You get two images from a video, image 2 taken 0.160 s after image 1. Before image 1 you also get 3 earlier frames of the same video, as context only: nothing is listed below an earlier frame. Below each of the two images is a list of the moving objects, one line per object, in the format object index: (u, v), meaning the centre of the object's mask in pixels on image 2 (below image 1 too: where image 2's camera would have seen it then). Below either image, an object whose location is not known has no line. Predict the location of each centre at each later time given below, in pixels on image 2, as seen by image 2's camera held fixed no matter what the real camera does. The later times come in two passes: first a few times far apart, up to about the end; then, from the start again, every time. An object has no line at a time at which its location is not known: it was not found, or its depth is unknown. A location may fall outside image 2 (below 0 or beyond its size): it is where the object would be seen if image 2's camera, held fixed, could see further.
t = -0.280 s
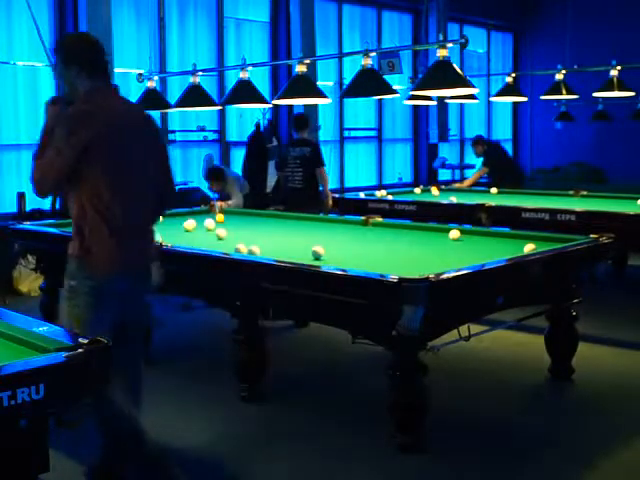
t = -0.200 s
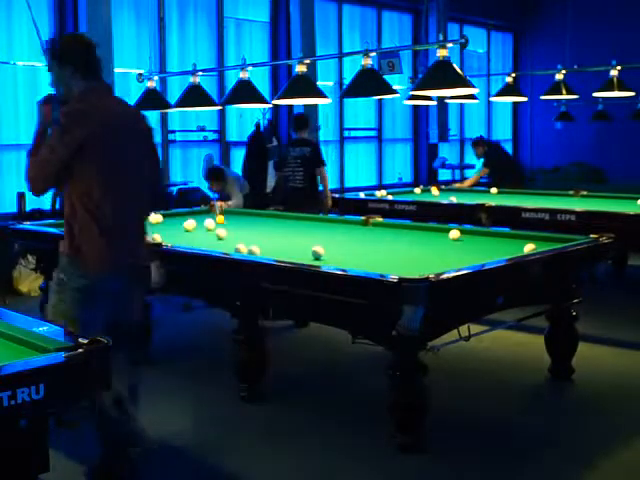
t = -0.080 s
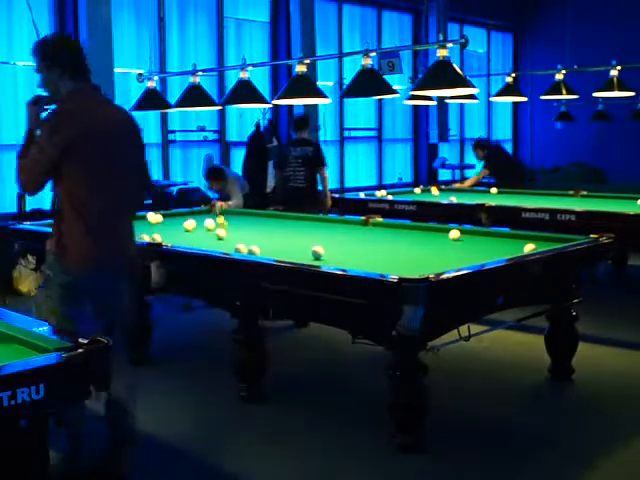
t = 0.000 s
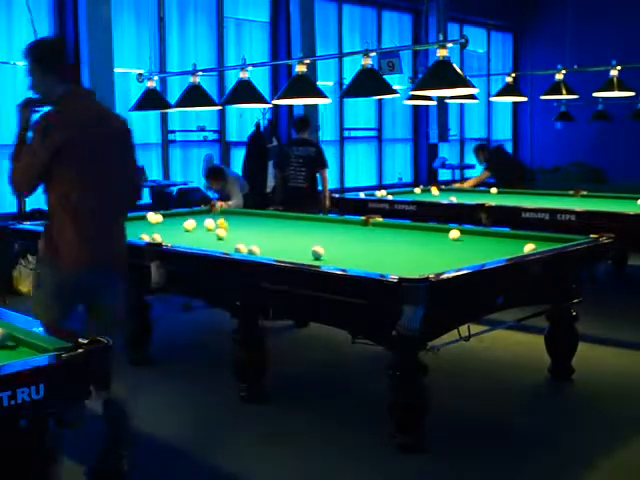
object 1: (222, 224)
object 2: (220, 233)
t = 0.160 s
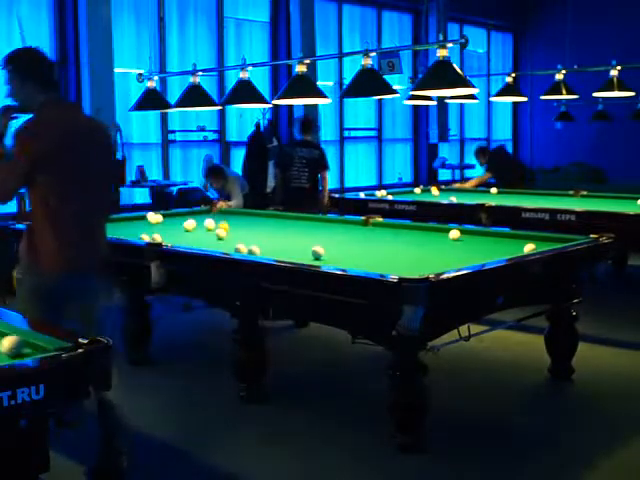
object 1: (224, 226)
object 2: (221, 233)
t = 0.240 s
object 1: (225, 228)
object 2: (221, 233)
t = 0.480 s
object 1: (236, 233)
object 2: (212, 236)
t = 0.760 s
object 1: (256, 236)
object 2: (195, 240)
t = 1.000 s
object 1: (275, 238)
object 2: (181, 241)
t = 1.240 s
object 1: (294, 241)
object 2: (182, 241)
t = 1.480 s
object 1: (313, 242)
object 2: (187, 240)
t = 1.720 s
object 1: (334, 246)
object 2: (194, 239)
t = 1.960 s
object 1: (355, 248)
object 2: (198, 236)
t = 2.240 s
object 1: (379, 252)
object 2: (203, 235)
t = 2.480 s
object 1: (402, 254)
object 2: (208, 233)
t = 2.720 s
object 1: (424, 257)
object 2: (212, 231)
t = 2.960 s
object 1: (448, 261)
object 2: (216, 229)
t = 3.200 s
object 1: (469, 260)
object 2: (220, 228)
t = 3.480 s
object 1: (457, 261)
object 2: (224, 227)
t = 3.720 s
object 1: (445, 261)
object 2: (228, 225)
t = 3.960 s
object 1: (433, 260)
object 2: (229, 224)
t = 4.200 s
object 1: (423, 258)
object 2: (231, 224)
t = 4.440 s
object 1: (413, 257)
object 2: (234, 223)
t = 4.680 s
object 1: (403, 256)
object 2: (236, 222)
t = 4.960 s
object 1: (395, 255)
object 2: (238, 221)
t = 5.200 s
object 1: (387, 254)
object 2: (239, 221)
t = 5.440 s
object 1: (381, 253)
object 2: (241, 220)
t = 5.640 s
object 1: (374, 252)
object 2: (242, 220)
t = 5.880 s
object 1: (369, 252)
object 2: (243, 219)
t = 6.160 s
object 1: (365, 251)
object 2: (244, 218)
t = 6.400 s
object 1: (360, 250)
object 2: (244, 218)
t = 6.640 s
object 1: (358, 250)
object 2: (245, 218)
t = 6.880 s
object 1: (355, 249)
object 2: (245, 218)
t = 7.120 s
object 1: (353, 249)
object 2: (246, 217)
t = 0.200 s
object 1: (224, 226)
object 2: (220, 234)
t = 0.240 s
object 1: (225, 228)
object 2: (221, 233)
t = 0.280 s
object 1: (226, 229)
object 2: (221, 233)
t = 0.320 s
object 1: (226, 229)
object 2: (221, 233)
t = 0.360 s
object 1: (226, 229)
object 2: (220, 234)
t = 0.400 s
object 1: (230, 233)
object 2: (218, 234)
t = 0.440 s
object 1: (233, 233)
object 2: (215, 235)
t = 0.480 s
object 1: (236, 233)
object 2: (212, 236)
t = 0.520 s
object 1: (239, 234)
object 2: (209, 237)
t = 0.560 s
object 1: (241, 234)
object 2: (206, 237)
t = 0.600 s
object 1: (245, 234)
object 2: (204, 238)
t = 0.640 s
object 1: (248, 235)
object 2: (202, 238)
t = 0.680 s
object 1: (250, 235)
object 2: (199, 239)
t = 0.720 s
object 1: (254, 236)
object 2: (197, 240)
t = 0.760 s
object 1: (256, 236)
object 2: (195, 240)
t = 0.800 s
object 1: (258, 236)
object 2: (192, 240)
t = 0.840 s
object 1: (262, 236)
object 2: (188, 241)
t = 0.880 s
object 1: (266, 237)
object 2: (187, 241)
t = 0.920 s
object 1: (269, 237)
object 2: (185, 241)
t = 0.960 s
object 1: (272, 238)
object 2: (182, 241)
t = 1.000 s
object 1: (275, 238)
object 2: (181, 241)
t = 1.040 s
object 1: (278, 239)
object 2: (181, 241)
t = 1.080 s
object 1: (281, 239)
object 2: (181, 241)
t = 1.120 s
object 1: (285, 240)
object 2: (180, 241)
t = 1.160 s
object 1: (288, 240)
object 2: (180, 242)
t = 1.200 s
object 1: (291, 240)
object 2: (181, 241)
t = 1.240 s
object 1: (294, 241)
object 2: (182, 241)
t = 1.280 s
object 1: (297, 241)
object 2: (184, 241)
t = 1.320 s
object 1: (301, 242)
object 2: (185, 241)
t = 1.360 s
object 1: (304, 242)
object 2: (185, 241)
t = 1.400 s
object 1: (307, 242)
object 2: (186, 240)
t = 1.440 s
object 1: (310, 242)
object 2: (186, 241)
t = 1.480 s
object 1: (313, 242)
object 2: (187, 240)
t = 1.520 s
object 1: (317, 242)
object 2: (189, 240)
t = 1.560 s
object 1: (321, 243)
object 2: (190, 240)
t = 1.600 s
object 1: (322, 244)
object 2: (190, 240)
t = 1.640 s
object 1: (327, 245)
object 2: (192, 239)
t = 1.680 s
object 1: (331, 245)
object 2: (192, 239)
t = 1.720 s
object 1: (334, 246)
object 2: (194, 239)
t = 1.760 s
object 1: (338, 246)
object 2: (194, 239)
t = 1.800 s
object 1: (342, 247)
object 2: (195, 238)
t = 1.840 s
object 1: (345, 247)
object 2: (195, 238)
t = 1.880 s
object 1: (348, 247)
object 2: (197, 237)
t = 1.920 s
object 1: (352, 248)
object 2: (197, 237)
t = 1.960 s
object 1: (355, 248)
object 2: (198, 236)
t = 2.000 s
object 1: (358, 249)
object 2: (199, 236)
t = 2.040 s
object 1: (362, 249)
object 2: (199, 236)
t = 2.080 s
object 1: (366, 250)
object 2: (201, 235)
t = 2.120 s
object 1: (370, 250)
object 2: (202, 235)
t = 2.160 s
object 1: (373, 251)
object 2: (202, 235)
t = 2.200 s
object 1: (376, 251)
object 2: (203, 235)
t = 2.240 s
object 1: (379, 252)
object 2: (203, 235)
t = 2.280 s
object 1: (383, 252)
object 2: (204, 234)
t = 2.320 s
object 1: (387, 252)
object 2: (204, 234)
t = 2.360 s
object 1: (391, 253)
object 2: (206, 234)
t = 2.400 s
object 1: (394, 253)
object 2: (206, 234)
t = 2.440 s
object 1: (398, 254)
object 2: (207, 234)
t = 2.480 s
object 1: (402, 254)
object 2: (208, 233)
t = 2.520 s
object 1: (406, 255)
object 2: (208, 233)
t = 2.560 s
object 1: (409, 255)
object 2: (210, 233)
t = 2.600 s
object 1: (413, 256)
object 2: (211, 232)
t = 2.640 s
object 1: (417, 256)
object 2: (211, 232)
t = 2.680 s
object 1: (420, 257)
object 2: (212, 232)
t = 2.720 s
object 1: (424, 257)
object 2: (212, 231)
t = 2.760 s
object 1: (428, 258)
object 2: (213, 230)
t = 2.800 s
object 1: (432, 258)
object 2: (214, 230)
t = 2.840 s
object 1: (436, 259)
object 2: (215, 230)
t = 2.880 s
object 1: (440, 260)
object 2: (215, 230)
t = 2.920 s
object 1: (443, 261)
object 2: (216, 229)
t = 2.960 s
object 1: (448, 261)
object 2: (216, 229)
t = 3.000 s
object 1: (452, 261)
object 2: (218, 230)
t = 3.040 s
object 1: (456, 261)
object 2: (218, 230)
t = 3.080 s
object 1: (459, 261)
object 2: (219, 229)
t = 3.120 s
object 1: (463, 260)
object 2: (219, 229)
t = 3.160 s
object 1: (469, 260)
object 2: (220, 229)
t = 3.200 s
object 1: (469, 260)
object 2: (220, 228)
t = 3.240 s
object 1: (470, 260)
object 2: (221, 228)
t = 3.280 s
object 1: (469, 260)
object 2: (221, 228)
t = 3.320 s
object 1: (467, 260)
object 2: (222, 228)
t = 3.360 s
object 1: (465, 260)
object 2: (223, 227)
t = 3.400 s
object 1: (461, 261)
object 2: (223, 227)
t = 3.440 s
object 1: (460, 261)
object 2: (223, 227)
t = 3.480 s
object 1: (457, 261)
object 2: (224, 227)
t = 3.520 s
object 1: (455, 261)
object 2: (224, 227)
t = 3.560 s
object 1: (453, 261)
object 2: (224, 227)
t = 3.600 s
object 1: (451, 261)
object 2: (225, 226)
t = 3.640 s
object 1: (449, 261)
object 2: (225, 226)
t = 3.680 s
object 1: (446, 262)
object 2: (226, 225)
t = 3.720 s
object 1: (445, 261)
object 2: (228, 225)
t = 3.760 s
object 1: (442, 261)
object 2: (228, 225)
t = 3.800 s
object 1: (440, 260)
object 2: (229, 225)
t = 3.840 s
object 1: (439, 261)
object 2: (229, 225)
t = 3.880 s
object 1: (436, 260)
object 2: (229, 225)
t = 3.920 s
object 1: (435, 260)
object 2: (229, 225)
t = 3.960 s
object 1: (433, 260)
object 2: (229, 224)
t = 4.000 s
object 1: (431, 260)
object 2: (229, 224)
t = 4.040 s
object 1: (429, 259)
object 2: (230, 224)
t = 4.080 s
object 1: (428, 259)
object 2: (230, 224)
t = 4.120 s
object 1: (426, 258)
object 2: (231, 224)
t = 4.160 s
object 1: (424, 258)
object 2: (231, 224)
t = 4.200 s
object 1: (423, 258)
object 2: (231, 224)
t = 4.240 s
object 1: (421, 258)
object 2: (232, 224)
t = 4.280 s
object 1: (420, 257)
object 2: (232, 224)
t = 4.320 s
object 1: (417, 258)
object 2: (232, 224)
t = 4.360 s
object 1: (417, 258)
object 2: (233, 223)
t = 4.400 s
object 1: (414, 257)
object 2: (233, 223)
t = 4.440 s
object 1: (413, 257)
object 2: (234, 223)
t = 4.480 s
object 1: (411, 257)
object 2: (235, 223)
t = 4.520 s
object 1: (409, 257)
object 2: (235, 223)
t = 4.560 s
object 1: (408, 256)
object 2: (235, 223)
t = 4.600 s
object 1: (407, 256)
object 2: (235, 222)
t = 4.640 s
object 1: (405, 256)
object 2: (235, 222)
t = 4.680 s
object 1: (403, 256)
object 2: (236, 222)
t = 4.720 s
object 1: (402, 256)
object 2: (236, 222)
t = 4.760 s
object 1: (401, 255)
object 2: (237, 222)
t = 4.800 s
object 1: (399, 255)
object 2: (237, 222)
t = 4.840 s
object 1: (398, 255)
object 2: (237, 222)
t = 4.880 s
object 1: (398, 255)
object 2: (237, 222)
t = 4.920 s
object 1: (395, 255)
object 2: (238, 221)
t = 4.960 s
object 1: (395, 255)
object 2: (238, 221)
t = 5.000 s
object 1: (393, 254)
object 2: (238, 221)
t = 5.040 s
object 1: (392, 254)
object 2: (238, 221)
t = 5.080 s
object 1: (391, 254)
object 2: (239, 221)
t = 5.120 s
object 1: (389, 254)
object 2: (239, 221)
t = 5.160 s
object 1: (388, 254)
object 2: (239, 221)
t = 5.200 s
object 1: (387, 254)
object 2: (239, 221)
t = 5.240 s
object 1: (387, 253)
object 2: (240, 220)
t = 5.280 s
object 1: (385, 254)
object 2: (240, 220)
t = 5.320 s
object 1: (384, 254)
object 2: (240, 221)
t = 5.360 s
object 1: (383, 253)
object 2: (240, 220)
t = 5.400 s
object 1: (381, 253)
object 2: (241, 220)
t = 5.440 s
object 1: (381, 253)
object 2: (241, 220)
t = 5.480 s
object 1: (379, 253)
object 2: (241, 220)
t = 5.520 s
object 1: (377, 253)
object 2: (241, 220)
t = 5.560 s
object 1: (377, 253)
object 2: (241, 220)
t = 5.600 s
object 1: (375, 252)
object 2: (242, 220)
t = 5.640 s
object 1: (374, 252)
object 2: (242, 220)
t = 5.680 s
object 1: (374, 252)
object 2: (242, 219)
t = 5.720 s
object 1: (373, 252)
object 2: (242, 219)
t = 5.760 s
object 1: (372, 252)
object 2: (242, 219)
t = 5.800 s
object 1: (371, 252)
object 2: (242, 219)
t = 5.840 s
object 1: (370, 252)
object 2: (243, 219)
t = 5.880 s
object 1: (369, 252)
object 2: (243, 219)
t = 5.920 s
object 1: (369, 252)
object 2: (243, 219)
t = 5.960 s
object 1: (368, 251)
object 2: (243, 219)
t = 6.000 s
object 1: (367, 251)
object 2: (243, 219)
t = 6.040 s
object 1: (367, 251)
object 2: (243, 219)
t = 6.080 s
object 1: (366, 251)
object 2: (243, 219)
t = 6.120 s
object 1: (365, 251)
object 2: (244, 218)
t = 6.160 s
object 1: (365, 251)
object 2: (244, 218)
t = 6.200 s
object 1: (364, 251)
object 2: (244, 218)
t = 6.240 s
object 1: (363, 251)
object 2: (244, 218)
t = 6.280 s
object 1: (363, 251)
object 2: (244, 218)
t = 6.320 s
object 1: (362, 251)
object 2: (244, 218)
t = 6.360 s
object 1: (361, 250)
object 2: (244, 218)
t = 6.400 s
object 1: (360, 250)
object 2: (244, 218)
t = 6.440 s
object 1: (360, 250)
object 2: (244, 218)
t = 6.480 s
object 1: (359, 250)
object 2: (244, 218)
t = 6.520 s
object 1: (359, 250)
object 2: (244, 218)
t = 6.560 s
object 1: (359, 250)
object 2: (244, 218)
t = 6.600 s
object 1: (358, 250)
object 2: (244, 218)
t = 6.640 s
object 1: (358, 250)
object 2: (245, 218)
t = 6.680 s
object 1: (357, 250)
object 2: (245, 218)
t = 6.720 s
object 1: (357, 250)
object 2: (245, 218)
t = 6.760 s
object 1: (357, 250)
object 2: (245, 218)
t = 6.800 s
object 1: (357, 250)
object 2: (245, 218)
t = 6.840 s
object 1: (355, 249)
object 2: (245, 218)
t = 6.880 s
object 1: (355, 249)
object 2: (245, 218)
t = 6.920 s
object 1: (354, 249)
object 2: (245, 218)
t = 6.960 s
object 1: (354, 249)
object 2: (245, 218)
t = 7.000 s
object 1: (354, 249)
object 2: (245, 218)
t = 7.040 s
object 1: (353, 249)
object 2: (245, 218)
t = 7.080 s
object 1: (353, 249)
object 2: (245, 218)
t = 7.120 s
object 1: (353, 249)
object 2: (246, 217)
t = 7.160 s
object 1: (353, 249)
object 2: (246, 217)
